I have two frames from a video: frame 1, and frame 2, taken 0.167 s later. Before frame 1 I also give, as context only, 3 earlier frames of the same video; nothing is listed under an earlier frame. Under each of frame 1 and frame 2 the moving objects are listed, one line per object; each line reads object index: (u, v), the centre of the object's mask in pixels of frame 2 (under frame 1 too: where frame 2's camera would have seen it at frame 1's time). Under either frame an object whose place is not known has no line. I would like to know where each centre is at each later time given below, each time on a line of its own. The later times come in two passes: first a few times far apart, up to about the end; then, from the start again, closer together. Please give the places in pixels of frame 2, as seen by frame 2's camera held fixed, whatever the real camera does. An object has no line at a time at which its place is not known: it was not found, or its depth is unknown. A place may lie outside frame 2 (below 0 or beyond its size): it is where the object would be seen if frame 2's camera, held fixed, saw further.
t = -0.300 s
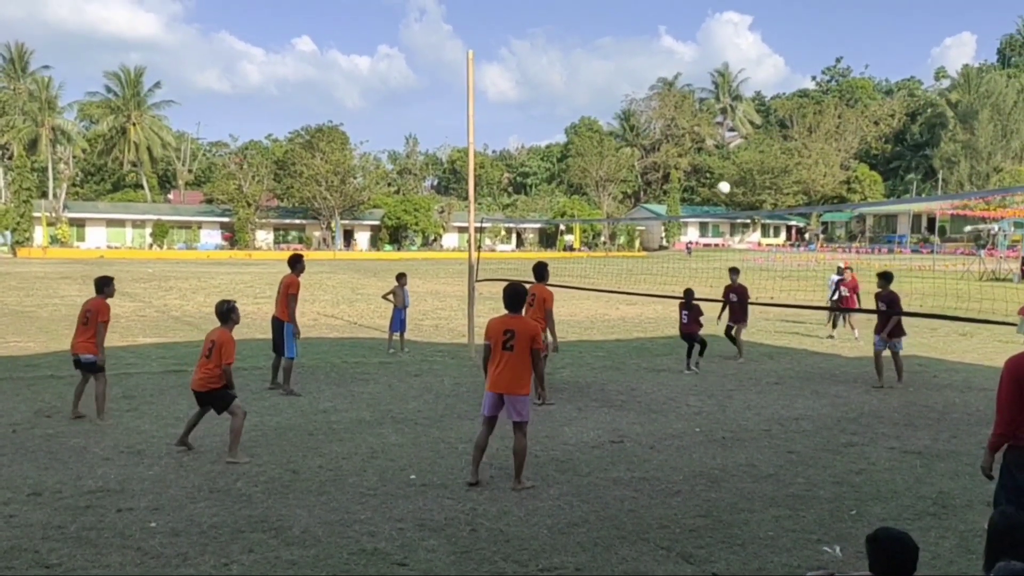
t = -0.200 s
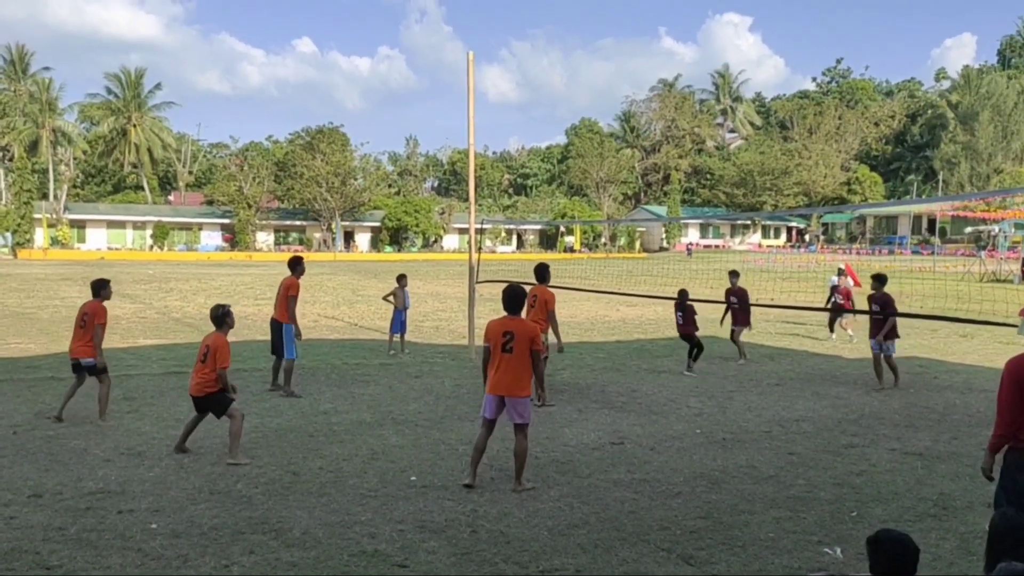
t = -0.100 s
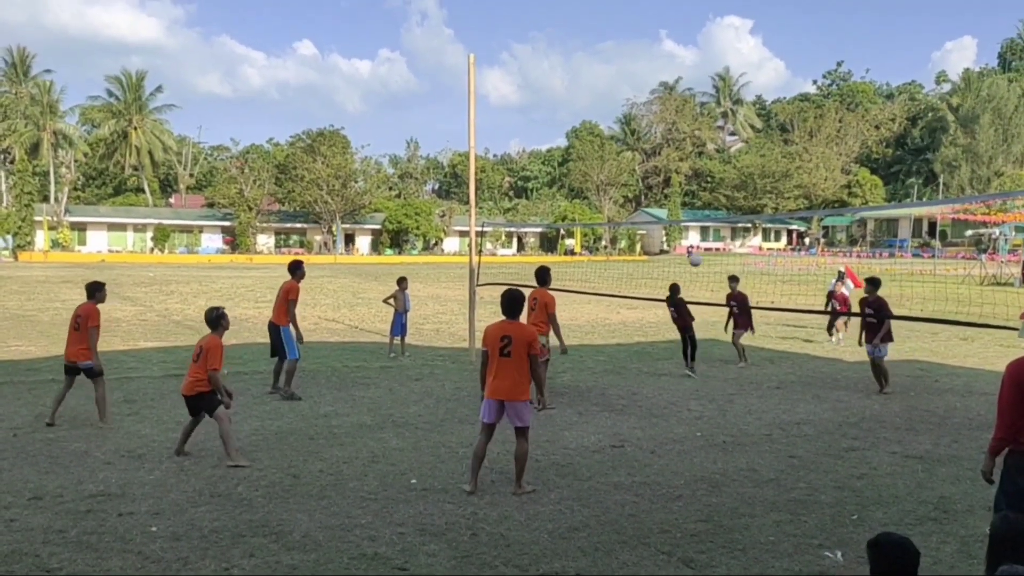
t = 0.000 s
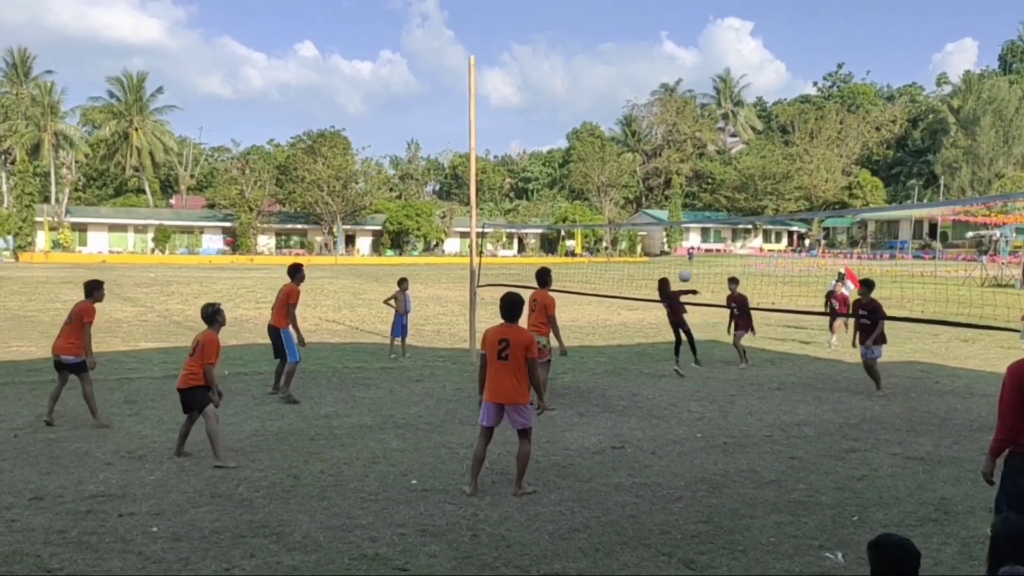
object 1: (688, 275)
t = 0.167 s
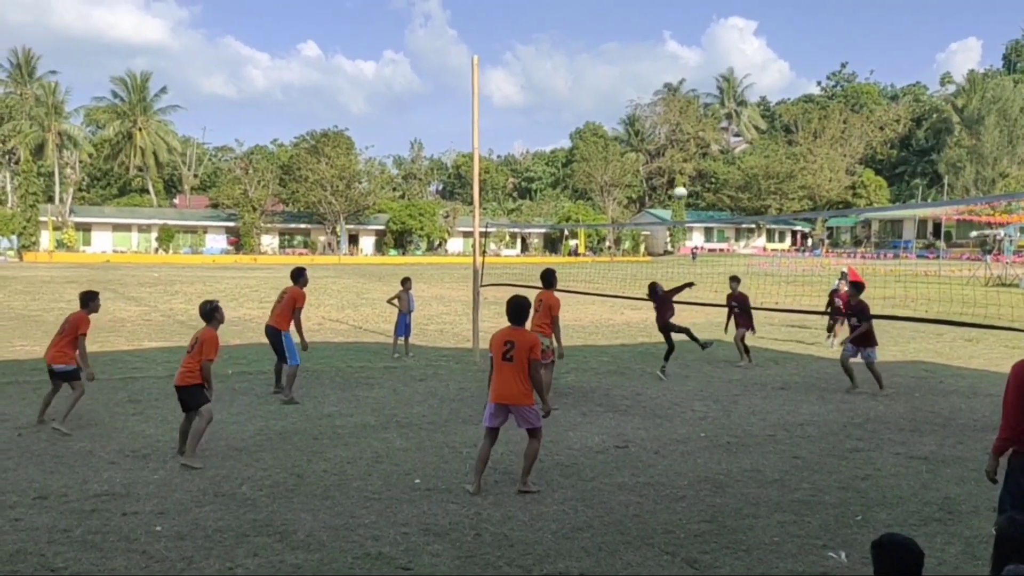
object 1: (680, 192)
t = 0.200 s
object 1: (678, 178)
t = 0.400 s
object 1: (668, 104)
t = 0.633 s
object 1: (656, 50)
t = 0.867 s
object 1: (642, 31)
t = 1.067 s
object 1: (630, 45)
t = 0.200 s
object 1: (678, 178)
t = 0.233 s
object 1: (677, 164)
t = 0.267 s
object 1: (675, 151)
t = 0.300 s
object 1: (673, 138)
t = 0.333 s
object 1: (672, 127)
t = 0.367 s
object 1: (670, 115)
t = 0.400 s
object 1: (668, 104)
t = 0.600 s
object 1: (657, 56)
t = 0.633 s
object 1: (656, 50)
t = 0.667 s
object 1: (654, 45)
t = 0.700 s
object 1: (652, 41)
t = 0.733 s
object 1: (650, 37)
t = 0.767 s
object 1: (648, 35)
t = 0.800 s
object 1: (646, 33)
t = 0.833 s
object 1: (645, 31)
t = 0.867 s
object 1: (642, 31)
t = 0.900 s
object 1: (640, 32)
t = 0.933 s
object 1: (638, 32)
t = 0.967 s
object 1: (636, 34)
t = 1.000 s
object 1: (634, 37)
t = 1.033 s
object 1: (632, 40)
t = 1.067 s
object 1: (630, 45)
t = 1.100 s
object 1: (627, 50)
